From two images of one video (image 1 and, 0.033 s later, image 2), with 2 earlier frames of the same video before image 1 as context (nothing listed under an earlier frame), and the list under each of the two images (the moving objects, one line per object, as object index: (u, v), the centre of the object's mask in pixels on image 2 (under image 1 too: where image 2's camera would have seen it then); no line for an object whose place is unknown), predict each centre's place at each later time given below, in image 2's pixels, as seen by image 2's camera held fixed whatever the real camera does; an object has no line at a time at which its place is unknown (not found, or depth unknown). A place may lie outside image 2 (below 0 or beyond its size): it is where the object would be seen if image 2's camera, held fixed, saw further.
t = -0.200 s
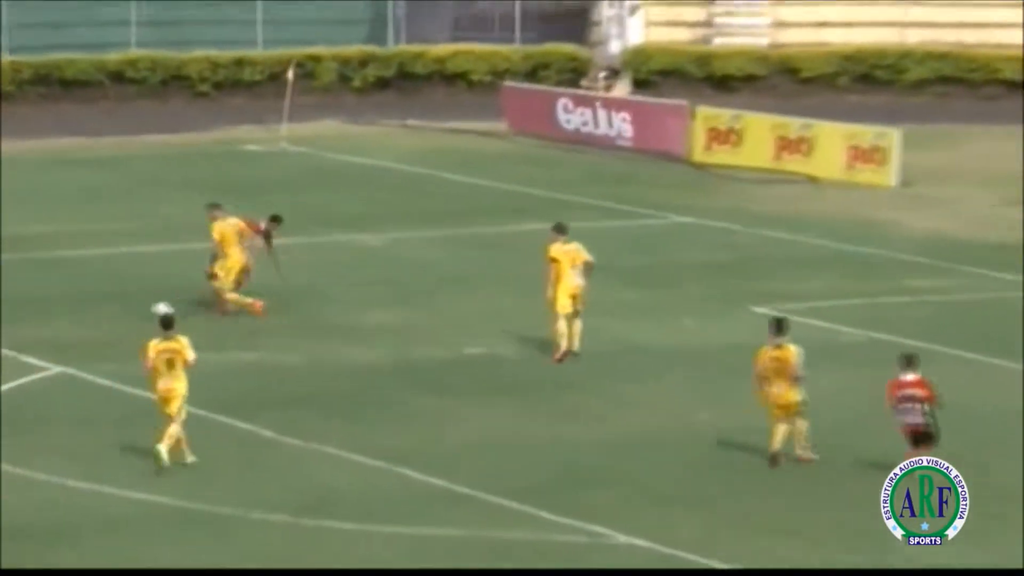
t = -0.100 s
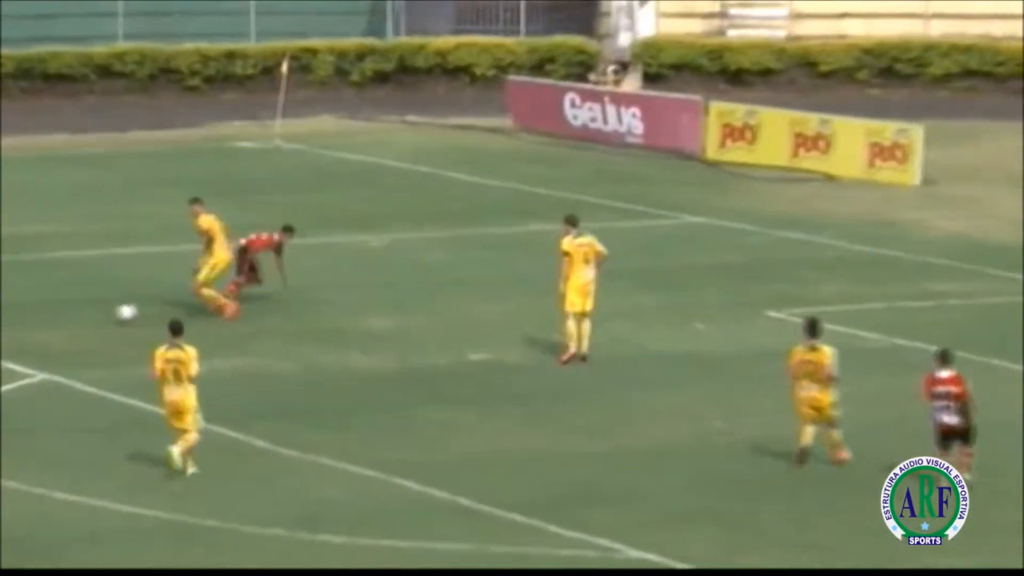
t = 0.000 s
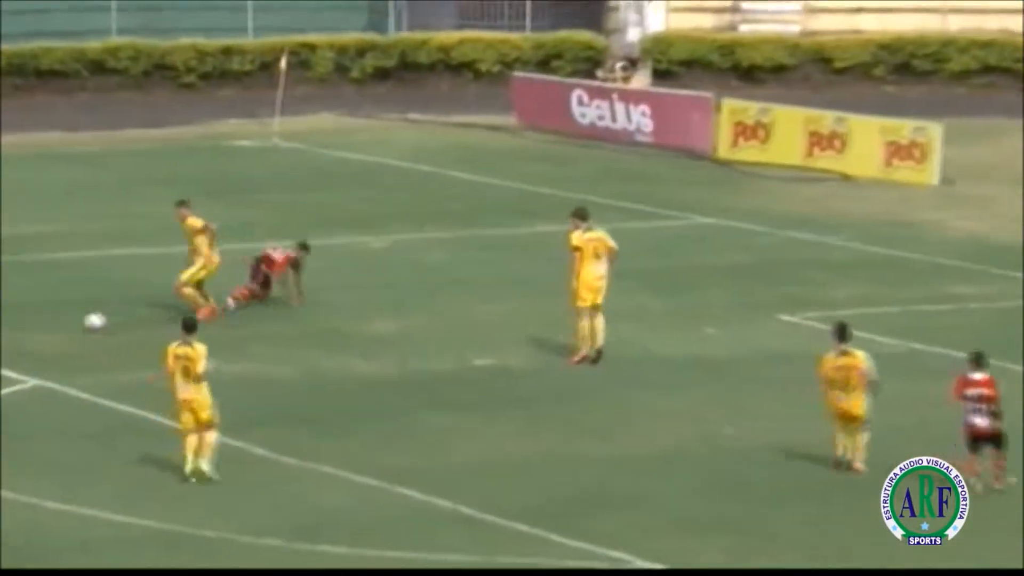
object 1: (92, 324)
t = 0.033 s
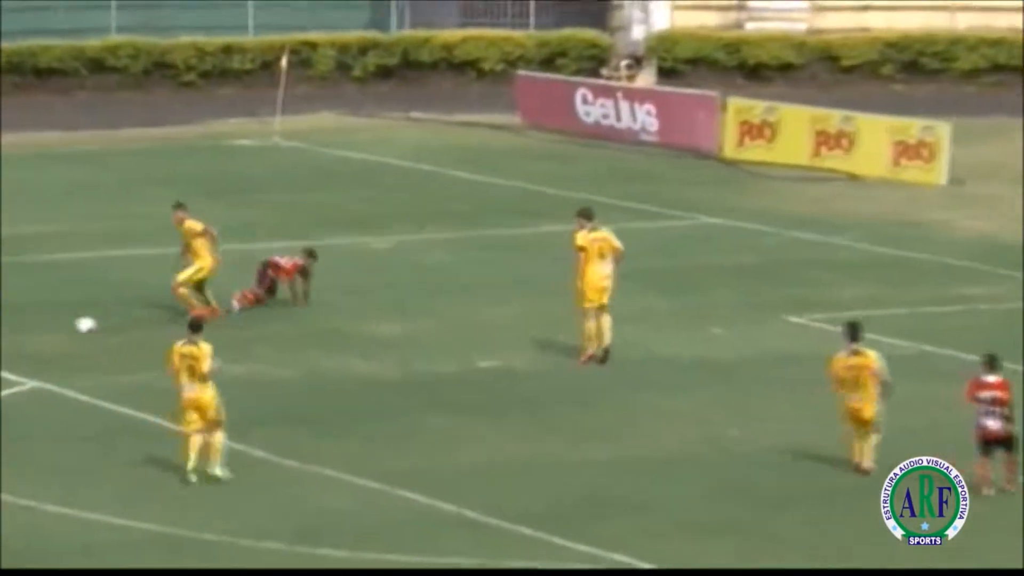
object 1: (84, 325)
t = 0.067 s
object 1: (76, 325)
